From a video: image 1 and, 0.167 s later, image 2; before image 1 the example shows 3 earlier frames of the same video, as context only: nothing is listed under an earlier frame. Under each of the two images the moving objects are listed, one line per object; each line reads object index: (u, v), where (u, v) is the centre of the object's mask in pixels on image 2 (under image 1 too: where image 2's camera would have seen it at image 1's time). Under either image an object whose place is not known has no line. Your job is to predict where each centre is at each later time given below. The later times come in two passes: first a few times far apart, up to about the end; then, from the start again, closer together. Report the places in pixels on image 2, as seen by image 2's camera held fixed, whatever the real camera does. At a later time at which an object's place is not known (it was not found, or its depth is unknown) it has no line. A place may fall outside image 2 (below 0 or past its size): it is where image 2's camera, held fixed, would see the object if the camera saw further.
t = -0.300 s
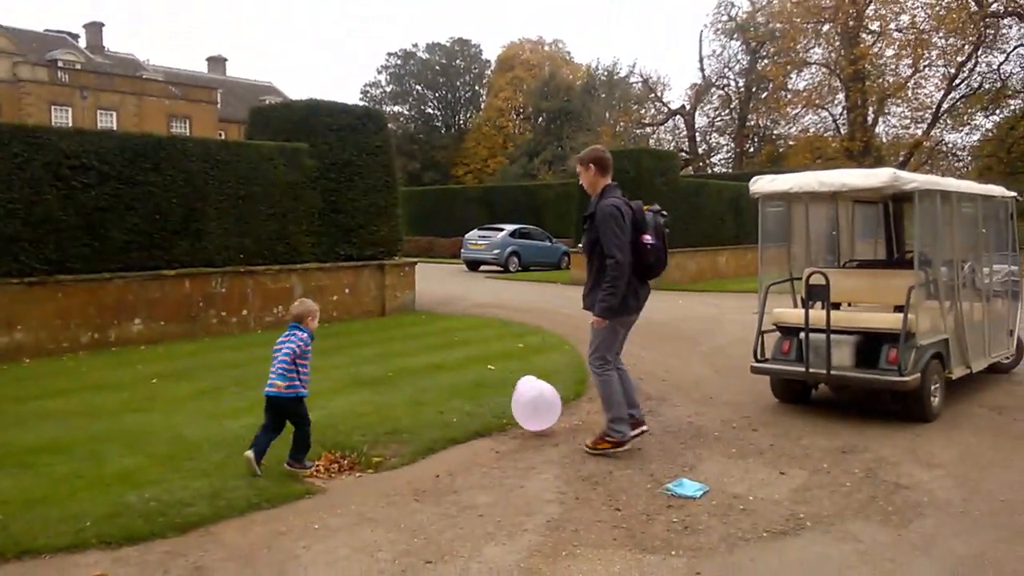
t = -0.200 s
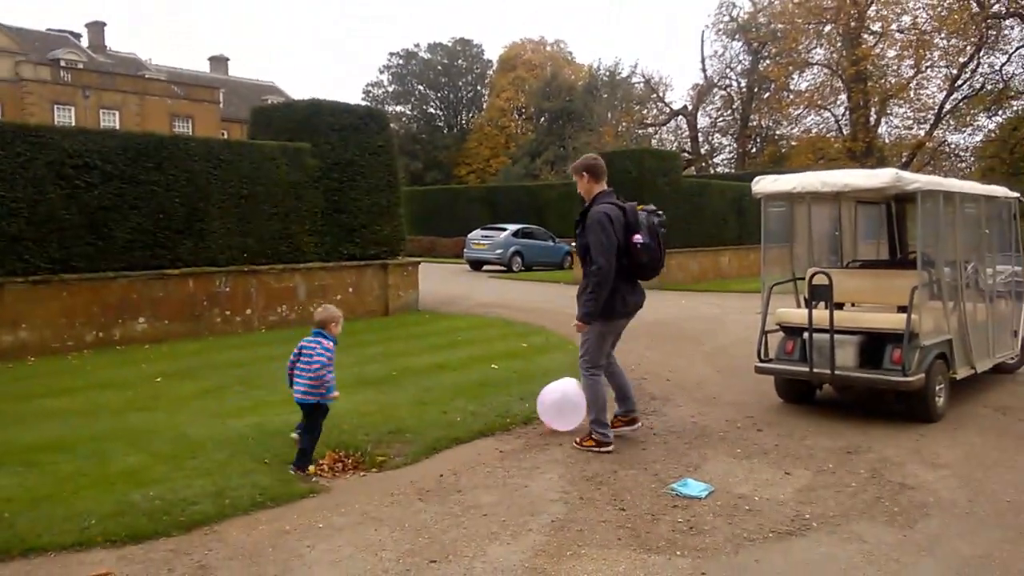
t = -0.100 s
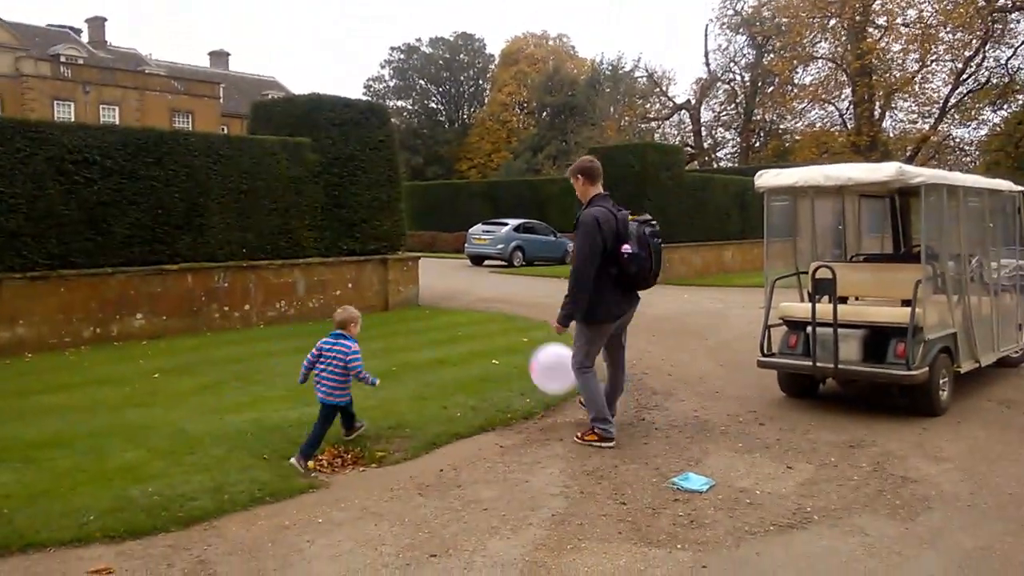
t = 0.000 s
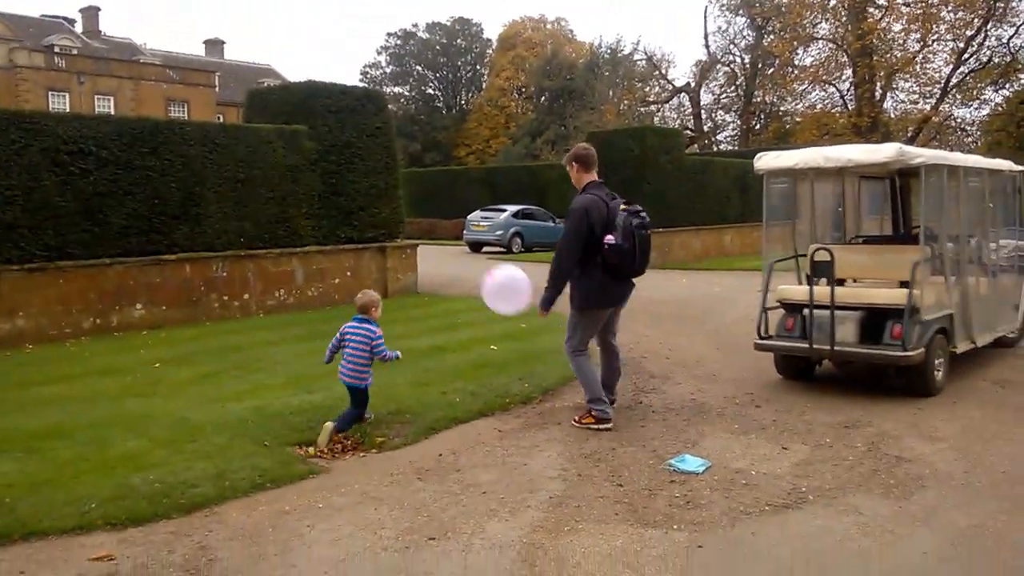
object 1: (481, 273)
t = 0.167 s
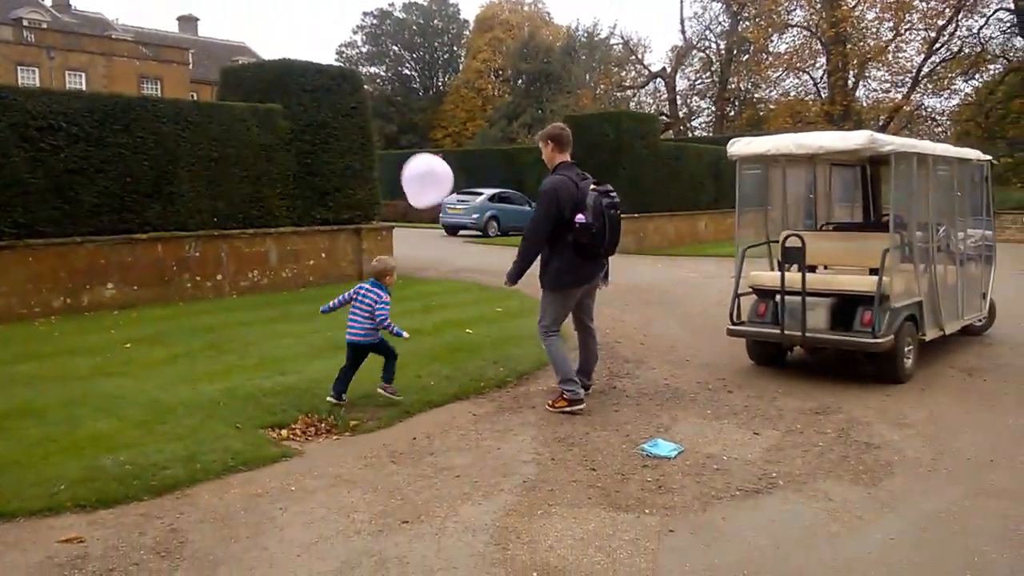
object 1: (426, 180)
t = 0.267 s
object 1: (398, 137)
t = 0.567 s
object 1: (342, 68)
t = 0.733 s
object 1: (328, 42)
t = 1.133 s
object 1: (328, 72)
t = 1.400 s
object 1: (331, 137)
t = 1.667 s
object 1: (339, 242)
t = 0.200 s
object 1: (417, 165)
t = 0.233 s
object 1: (407, 150)
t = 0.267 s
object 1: (398, 137)
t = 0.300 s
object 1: (389, 125)
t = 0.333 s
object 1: (381, 115)
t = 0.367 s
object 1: (372, 106)
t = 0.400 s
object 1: (365, 98)
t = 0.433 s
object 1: (359, 90)
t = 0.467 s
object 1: (354, 82)
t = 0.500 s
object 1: (348, 76)
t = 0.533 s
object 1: (345, 71)
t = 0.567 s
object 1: (342, 68)
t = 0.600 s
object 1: (339, 66)
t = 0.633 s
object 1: (336, 55)
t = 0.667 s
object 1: (333, 50)
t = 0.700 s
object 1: (331, 47)
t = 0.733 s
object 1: (328, 42)
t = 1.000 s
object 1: (322, 48)
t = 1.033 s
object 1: (325, 51)
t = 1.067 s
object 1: (327, 60)
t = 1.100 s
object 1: (327, 66)
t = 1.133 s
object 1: (328, 72)
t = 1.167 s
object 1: (328, 79)
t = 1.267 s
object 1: (326, 99)
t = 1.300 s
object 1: (328, 108)
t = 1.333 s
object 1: (330, 117)
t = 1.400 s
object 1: (331, 137)
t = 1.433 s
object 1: (332, 148)
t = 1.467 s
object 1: (333, 160)
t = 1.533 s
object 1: (336, 186)
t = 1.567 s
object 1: (337, 200)
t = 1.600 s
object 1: (338, 213)
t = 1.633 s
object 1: (339, 228)
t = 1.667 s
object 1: (339, 242)
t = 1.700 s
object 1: (340, 257)
